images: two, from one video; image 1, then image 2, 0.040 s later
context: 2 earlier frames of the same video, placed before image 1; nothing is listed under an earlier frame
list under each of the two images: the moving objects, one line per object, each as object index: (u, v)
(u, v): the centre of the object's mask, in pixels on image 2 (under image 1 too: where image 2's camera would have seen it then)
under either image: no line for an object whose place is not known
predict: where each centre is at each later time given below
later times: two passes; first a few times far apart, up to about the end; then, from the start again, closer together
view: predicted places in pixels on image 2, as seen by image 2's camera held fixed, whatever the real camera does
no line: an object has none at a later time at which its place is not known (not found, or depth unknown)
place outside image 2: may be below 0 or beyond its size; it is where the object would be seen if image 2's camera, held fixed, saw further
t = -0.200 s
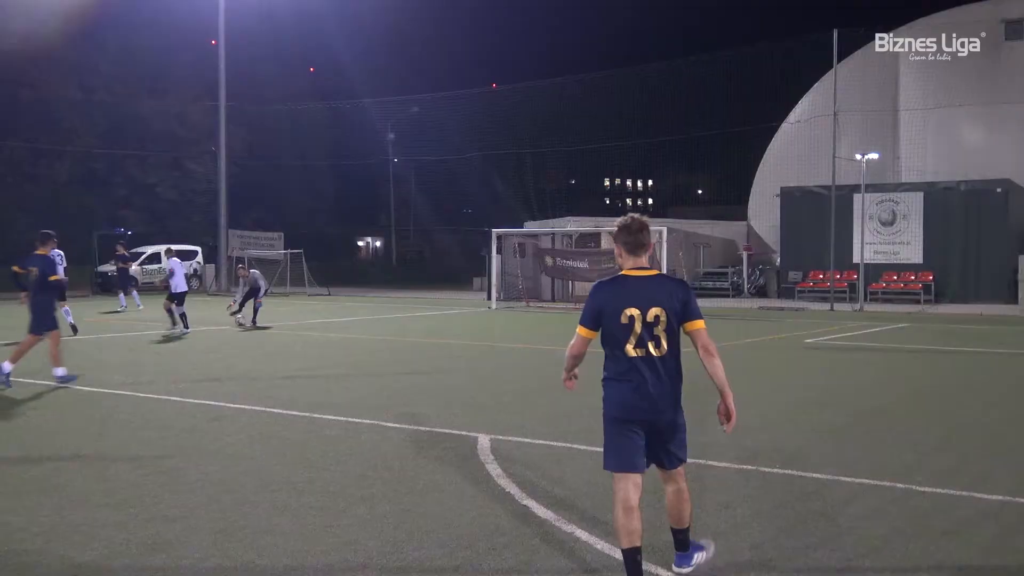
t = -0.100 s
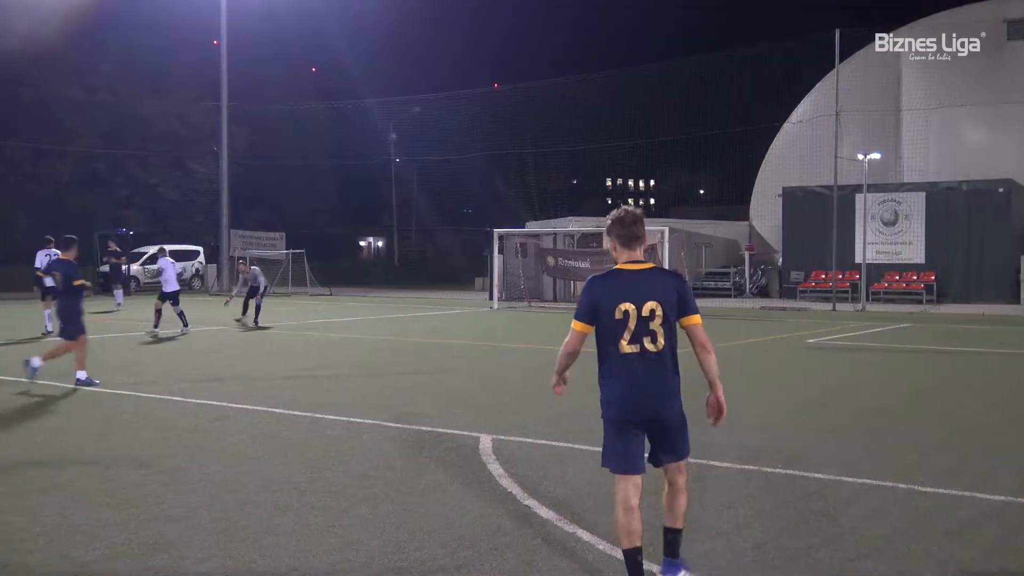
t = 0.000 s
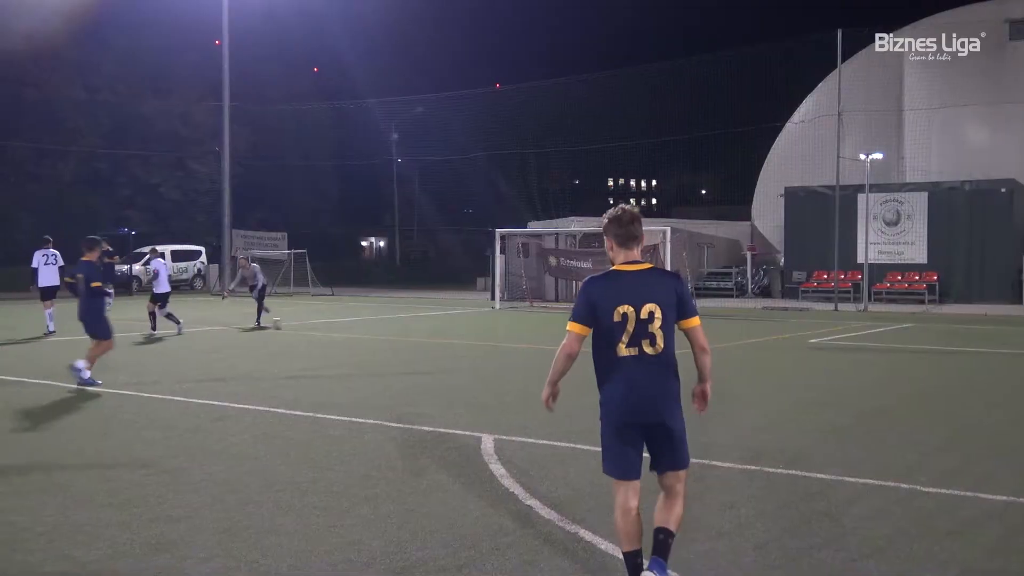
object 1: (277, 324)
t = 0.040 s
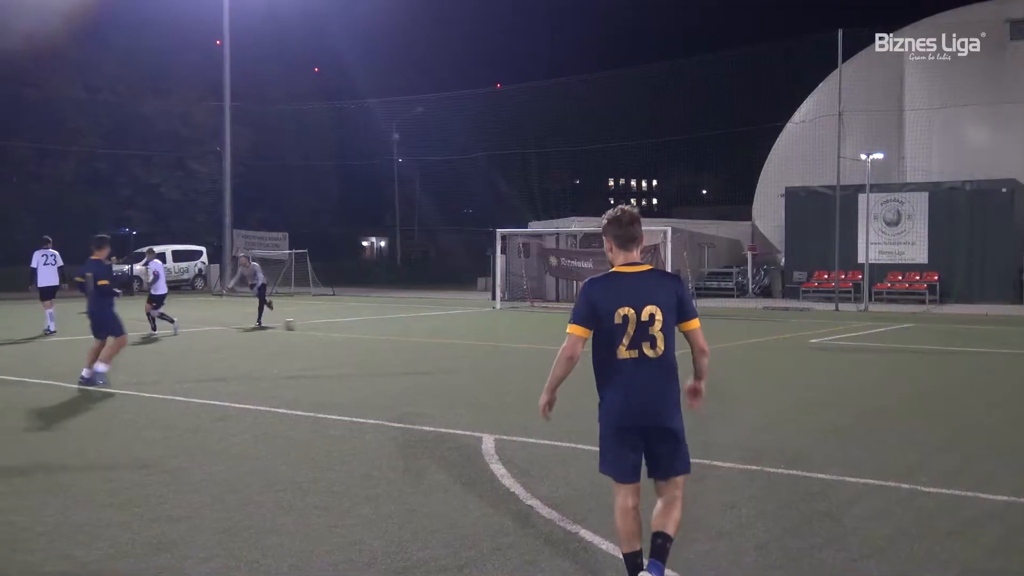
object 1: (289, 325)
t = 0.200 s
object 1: (337, 329)
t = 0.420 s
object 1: (405, 333)
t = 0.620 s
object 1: (468, 340)
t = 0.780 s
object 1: (513, 342)
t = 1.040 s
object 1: (596, 350)
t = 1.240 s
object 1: (661, 353)
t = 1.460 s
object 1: (741, 362)
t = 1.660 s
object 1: (819, 367)
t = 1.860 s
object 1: (902, 374)
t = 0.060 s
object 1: (294, 325)
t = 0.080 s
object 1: (301, 326)
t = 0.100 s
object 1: (307, 326)
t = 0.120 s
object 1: (313, 328)
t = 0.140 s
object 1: (319, 327)
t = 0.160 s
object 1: (326, 328)
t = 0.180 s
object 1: (331, 328)
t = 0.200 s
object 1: (337, 329)
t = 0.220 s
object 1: (343, 329)
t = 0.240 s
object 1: (349, 330)
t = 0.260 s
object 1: (356, 331)
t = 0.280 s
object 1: (362, 331)
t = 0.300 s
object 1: (368, 332)
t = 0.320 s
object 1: (374, 332)
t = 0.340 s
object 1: (380, 333)
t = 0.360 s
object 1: (387, 333)
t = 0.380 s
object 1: (394, 334)
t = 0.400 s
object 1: (399, 334)
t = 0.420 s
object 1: (405, 333)
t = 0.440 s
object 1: (411, 335)
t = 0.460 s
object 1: (419, 336)
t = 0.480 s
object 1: (425, 336)
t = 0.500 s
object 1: (430, 336)
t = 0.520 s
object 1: (437, 337)
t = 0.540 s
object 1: (443, 338)
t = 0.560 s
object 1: (449, 338)
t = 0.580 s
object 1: (456, 339)
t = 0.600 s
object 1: (461, 339)
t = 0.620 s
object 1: (468, 340)
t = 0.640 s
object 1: (474, 340)
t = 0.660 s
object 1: (480, 341)
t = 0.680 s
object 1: (486, 341)
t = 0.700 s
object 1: (492, 342)
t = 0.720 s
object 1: (498, 343)
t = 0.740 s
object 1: (505, 343)
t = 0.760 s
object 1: (510, 343)
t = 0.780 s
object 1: (513, 342)
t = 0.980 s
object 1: (581, 347)
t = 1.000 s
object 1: (583, 349)
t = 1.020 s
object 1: (591, 349)
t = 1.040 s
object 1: (596, 350)
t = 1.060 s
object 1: (603, 351)
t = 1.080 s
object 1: (608, 351)
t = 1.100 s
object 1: (615, 351)
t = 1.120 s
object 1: (622, 352)
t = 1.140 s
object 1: (629, 353)
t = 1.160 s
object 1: (635, 353)
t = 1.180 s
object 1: (642, 353)
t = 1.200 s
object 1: (648, 353)
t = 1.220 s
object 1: (655, 353)
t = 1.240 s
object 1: (661, 353)
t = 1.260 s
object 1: (668, 354)
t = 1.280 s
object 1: (675, 355)
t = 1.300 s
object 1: (683, 357)
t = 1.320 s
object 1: (690, 358)
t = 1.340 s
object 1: (698, 356)
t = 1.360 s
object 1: (704, 356)
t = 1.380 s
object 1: (711, 357)
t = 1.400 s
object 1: (719, 358)
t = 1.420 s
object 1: (725, 359)
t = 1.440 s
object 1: (733, 360)
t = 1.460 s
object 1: (741, 362)
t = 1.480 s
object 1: (748, 361)
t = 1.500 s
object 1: (756, 362)
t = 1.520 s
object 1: (763, 362)
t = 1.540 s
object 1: (771, 363)
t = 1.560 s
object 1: (779, 364)
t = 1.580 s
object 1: (787, 366)
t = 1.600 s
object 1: (794, 366)
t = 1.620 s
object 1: (803, 366)
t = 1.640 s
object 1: (810, 367)
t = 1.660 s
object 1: (819, 367)
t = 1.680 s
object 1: (826, 368)
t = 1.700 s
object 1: (834, 369)
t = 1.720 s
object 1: (842, 370)
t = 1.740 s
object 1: (851, 370)
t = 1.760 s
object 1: (859, 372)
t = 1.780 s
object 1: (867, 373)
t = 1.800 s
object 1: (875, 372)
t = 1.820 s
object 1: (884, 374)
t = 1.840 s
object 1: (893, 374)
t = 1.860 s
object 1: (902, 374)
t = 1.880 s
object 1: (910, 375)
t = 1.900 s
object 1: (919, 376)
